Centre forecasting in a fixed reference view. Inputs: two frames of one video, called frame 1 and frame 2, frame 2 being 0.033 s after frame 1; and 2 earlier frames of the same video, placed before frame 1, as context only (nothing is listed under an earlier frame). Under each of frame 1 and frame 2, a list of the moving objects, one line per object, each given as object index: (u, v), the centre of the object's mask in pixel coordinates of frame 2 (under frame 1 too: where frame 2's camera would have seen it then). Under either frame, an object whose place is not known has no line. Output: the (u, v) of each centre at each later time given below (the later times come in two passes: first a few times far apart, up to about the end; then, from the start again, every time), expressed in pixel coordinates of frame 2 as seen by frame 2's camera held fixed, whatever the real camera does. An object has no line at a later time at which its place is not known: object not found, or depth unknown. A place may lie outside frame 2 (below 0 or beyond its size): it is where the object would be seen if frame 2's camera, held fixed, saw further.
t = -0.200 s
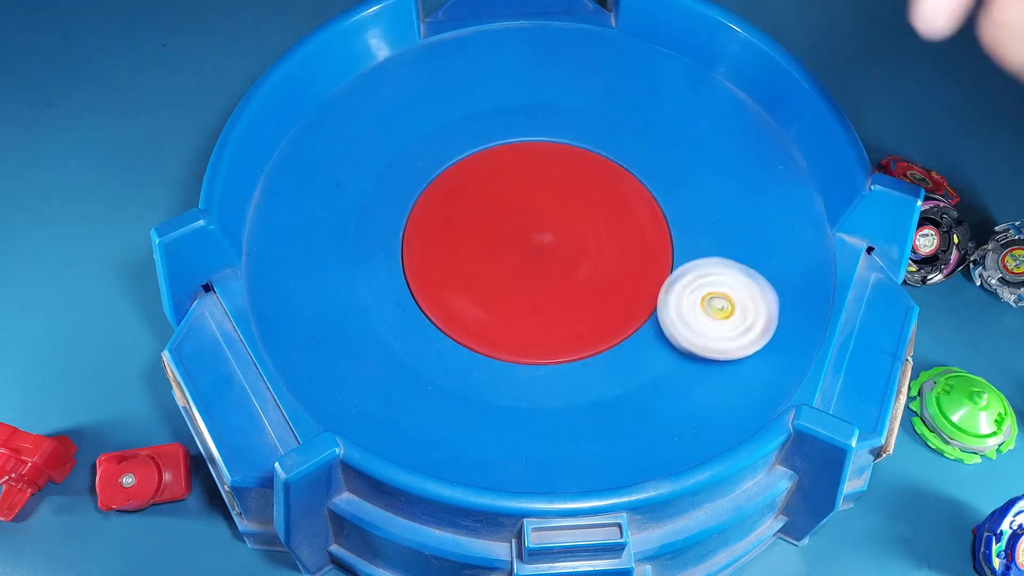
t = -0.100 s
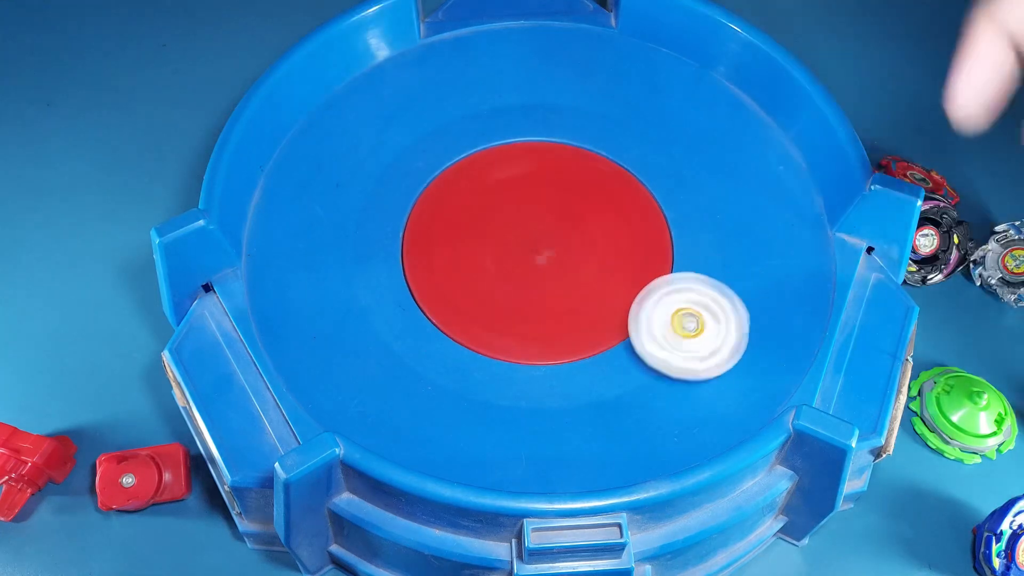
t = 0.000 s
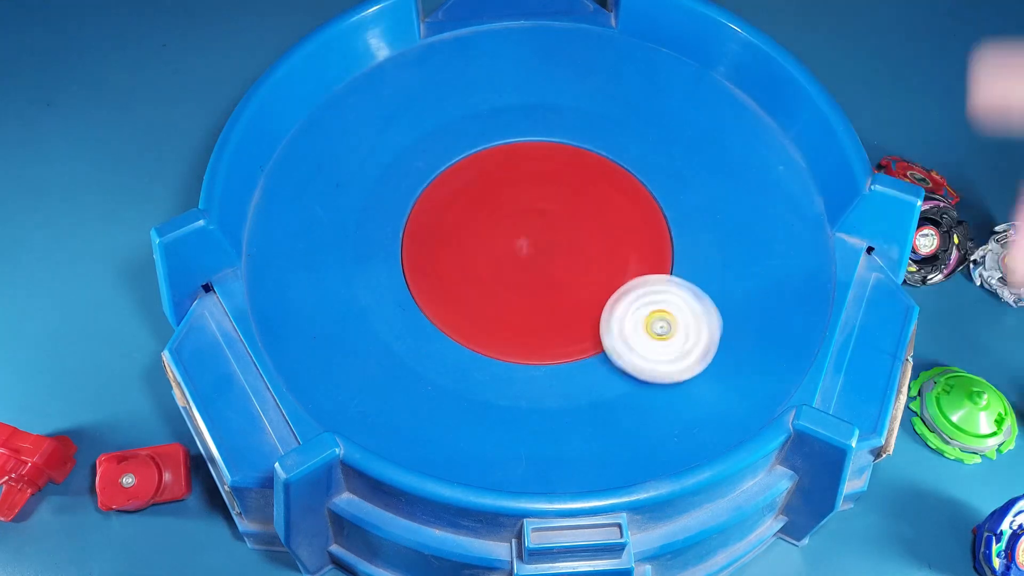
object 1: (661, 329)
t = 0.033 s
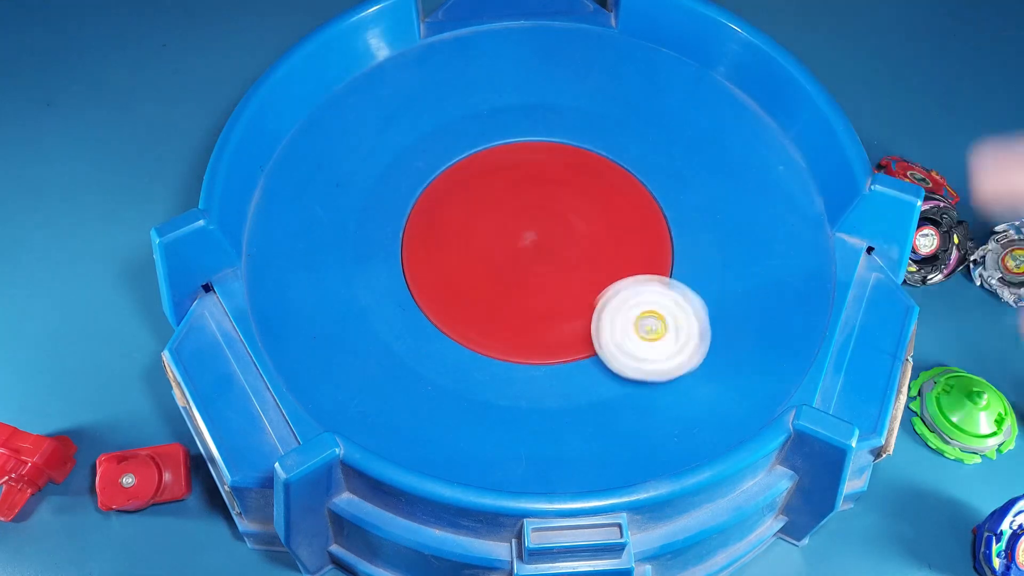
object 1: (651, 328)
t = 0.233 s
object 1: (534, 332)
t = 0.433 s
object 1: (377, 261)
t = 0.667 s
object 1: (335, 210)
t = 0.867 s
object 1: (327, 164)
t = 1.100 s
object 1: (373, 134)
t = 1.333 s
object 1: (435, 123)
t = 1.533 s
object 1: (485, 109)
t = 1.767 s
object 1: (535, 84)
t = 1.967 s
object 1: (576, 73)
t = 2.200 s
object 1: (608, 97)
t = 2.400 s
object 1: (612, 134)
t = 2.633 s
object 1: (629, 329)
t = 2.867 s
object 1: (588, 375)
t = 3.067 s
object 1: (534, 390)
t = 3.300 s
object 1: (489, 356)
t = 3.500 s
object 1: (431, 293)
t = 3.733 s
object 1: (510, 128)
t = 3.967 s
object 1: (660, 245)
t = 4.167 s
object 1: (462, 312)
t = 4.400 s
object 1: (452, 149)
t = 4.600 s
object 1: (646, 167)
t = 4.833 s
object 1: (547, 332)
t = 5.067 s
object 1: (417, 181)
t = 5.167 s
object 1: (475, 132)
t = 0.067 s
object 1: (639, 329)
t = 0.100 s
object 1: (628, 329)
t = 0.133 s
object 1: (617, 329)
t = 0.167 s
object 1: (602, 330)
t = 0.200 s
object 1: (574, 331)
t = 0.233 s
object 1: (534, 332)
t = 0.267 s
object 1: (486, 325)
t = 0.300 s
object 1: (442, 308)
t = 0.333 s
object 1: (413, 289)
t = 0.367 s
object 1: (394, 275)
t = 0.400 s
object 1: (382, 266)
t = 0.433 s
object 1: (377, 261)
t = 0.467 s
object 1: (370, 253)
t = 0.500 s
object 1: (363, 247)
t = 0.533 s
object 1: (356, 240)
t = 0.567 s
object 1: (349, 233)
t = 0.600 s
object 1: (343, 228)
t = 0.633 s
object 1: (339, 219)
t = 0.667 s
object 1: (335, 210)
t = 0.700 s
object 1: (331, 202)
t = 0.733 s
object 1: (329, 193)
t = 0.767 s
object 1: (327, 185)
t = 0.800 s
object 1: (326, 178)
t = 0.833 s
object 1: (326, 171)
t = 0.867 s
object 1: (327, 164)
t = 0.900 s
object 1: (331, 159)
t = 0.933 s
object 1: (335, 153)
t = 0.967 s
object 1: (341, 148)
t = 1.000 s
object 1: (347, 144)
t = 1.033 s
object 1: (356, 140)
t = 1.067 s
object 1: (363, 137)
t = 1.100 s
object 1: (373, 134)
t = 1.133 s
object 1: (382, 132)
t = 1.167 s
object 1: (392, 129)
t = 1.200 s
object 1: (400, 128)
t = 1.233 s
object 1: (408, 127)
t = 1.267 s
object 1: (418, 126)
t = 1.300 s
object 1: (425, 125)
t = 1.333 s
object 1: (435, 123)
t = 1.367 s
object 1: (443, 121)
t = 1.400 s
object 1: (452, 119)
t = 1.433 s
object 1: (460, 117)
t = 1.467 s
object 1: (469, 115)
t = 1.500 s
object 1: (477, 112)
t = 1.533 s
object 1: (485, 109)
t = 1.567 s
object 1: (493, 106)
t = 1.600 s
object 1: (500, 102)
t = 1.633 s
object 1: (508, 99)
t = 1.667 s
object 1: (515, 95)
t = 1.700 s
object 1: (522, 92)
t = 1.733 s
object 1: (528, 88)
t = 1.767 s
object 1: (535, 84)
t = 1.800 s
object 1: (540, 81)
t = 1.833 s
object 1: (545, 78)
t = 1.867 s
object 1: (552, 76)
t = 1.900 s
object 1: (561, 74)
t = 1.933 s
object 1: (568, 73)
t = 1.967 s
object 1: (576, 73)
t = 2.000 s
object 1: (583, 74)
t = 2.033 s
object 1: (589, 76)
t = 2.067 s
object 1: (595, 79)
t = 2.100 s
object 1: (600, 84)
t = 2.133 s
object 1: (606, 89)
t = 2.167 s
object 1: (608, 93)
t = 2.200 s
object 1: (608, 97)
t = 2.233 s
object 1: (608, 102)
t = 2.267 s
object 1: (608, 107)
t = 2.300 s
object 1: (608, 113)
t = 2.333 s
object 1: (609, 119)
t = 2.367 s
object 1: (609, 125)
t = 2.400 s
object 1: (612, 134)
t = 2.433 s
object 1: (621, 149)
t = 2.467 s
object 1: (637, 169)
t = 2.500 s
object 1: (654, 198)
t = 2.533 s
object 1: (670, 235)
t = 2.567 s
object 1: (672, 270)
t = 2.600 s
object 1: (640, 318)
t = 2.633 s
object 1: (629, 329)
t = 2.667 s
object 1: (623, 334)
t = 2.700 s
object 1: (616, 342)
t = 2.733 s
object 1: (611, 347)
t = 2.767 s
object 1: (604, 355)
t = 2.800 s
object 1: (599, 361)
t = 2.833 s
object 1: (593, 369)
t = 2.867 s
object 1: (588, 375)
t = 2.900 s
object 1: (583, 382)
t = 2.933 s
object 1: (575, 384)
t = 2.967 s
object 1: (564, 388)
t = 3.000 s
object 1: (554, 390)
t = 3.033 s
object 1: (545, 391)
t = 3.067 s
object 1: (534, 390)
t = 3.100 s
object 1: (525, 388)
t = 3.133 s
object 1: (514, 384)
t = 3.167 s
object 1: (507, 380)
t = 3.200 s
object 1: (501, 375)
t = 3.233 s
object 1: (499, 369)
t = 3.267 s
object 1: (492, 362)
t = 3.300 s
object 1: (489, 356)
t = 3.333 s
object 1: (482, 348)
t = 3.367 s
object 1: (477, 342)
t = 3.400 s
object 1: (472, 335)
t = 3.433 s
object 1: (465, 328)
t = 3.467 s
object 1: (451, 314)
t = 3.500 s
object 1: (431, 293)
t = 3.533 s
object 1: (409, 262)
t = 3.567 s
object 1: (401, 230)
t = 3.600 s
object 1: (408, 198)
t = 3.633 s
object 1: (427, 171)
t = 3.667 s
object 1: (451, 148)
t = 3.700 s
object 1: (479, 135)
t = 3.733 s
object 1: (510, 128)
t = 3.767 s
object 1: (540, 125)
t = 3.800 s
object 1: (570, 131)
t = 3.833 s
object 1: (600, 140)
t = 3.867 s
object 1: (626, 156)
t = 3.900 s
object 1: (646, 180)
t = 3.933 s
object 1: (659, 210)
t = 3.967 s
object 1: (660, 245)
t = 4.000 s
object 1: (647, 283)
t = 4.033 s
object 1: (618, 315)
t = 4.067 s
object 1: (579, 333)
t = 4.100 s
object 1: (537, 336)
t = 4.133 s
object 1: (498, 328)
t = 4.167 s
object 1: (462, 312)
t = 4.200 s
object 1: (437, 292)
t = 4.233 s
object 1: (419, 268)
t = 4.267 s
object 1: (411, 243)
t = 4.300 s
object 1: (409, 217)
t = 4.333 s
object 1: (416, 192)
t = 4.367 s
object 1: (430, 169)
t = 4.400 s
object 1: (452, 149)
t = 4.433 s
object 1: (480, 133)
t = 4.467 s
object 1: (514, 124)
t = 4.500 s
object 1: (551, 122)
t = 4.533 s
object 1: (588, 130)
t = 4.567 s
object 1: (621, 146)
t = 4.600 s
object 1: (646, 167)
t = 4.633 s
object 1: (664, 194)
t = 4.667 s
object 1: (669, 223)
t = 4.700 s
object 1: (666, 253)
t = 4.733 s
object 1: (650, 283)
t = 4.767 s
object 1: (626, 307)
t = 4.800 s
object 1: (590, 325)
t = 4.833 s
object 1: (547, 332)
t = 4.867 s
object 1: (502, 329)
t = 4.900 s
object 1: (461, 313)
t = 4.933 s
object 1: (431, 290)
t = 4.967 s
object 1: (411, 261)
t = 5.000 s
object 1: (404, 233)
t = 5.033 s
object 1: (406, 205)
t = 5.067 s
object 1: (417, 181)
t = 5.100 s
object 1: (432, 159)
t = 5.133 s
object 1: (452, 144)
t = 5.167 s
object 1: (475, 132)
